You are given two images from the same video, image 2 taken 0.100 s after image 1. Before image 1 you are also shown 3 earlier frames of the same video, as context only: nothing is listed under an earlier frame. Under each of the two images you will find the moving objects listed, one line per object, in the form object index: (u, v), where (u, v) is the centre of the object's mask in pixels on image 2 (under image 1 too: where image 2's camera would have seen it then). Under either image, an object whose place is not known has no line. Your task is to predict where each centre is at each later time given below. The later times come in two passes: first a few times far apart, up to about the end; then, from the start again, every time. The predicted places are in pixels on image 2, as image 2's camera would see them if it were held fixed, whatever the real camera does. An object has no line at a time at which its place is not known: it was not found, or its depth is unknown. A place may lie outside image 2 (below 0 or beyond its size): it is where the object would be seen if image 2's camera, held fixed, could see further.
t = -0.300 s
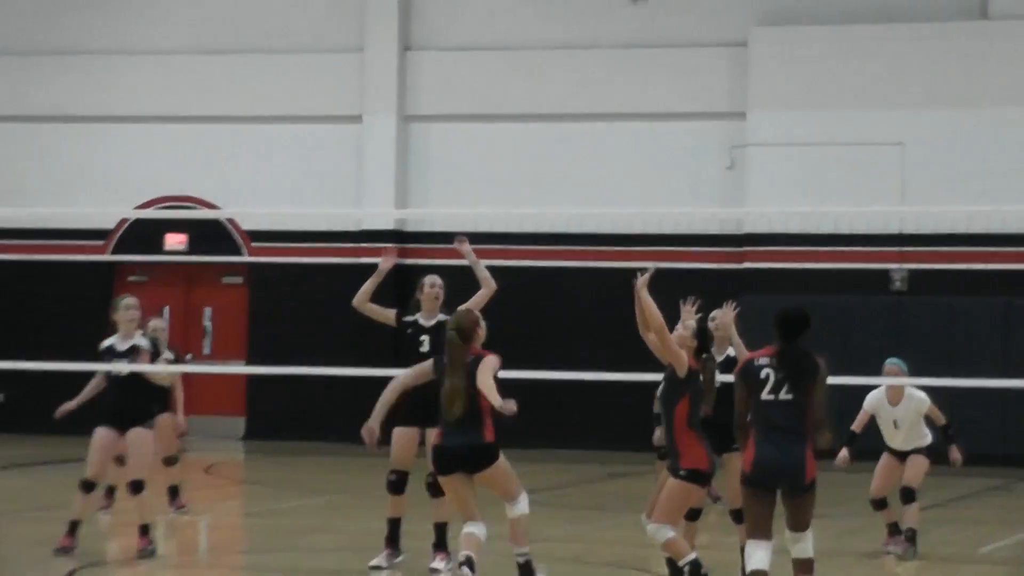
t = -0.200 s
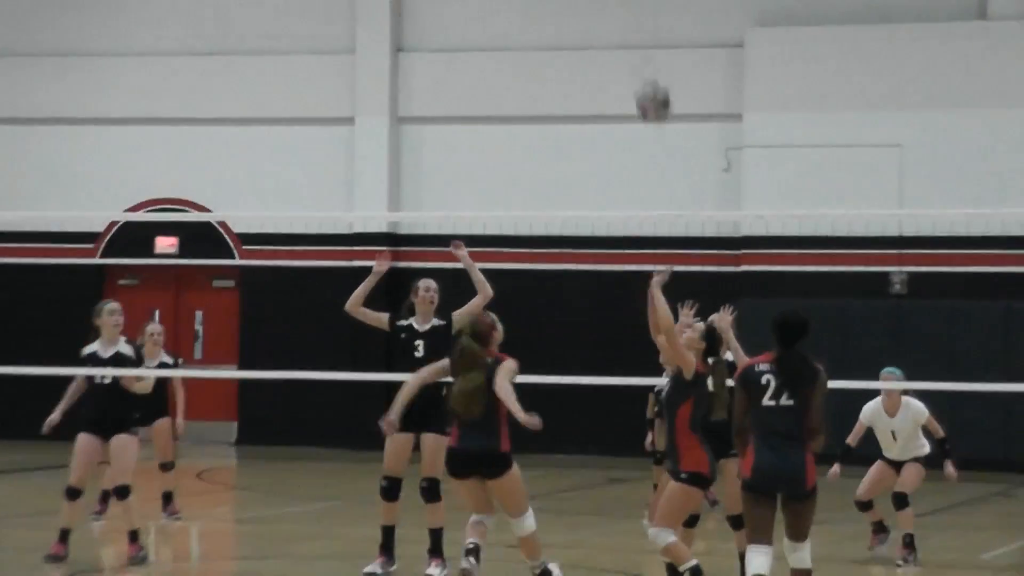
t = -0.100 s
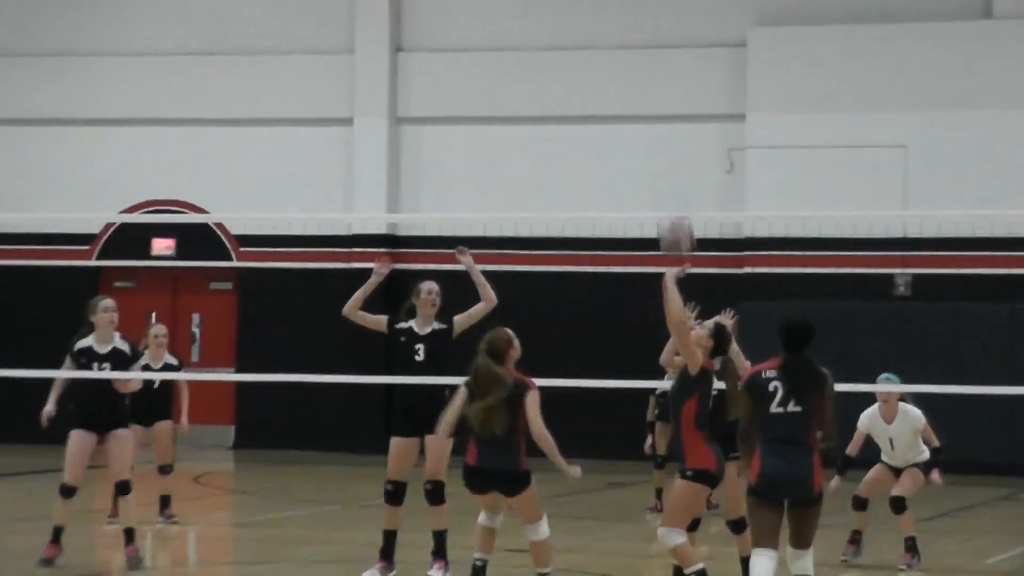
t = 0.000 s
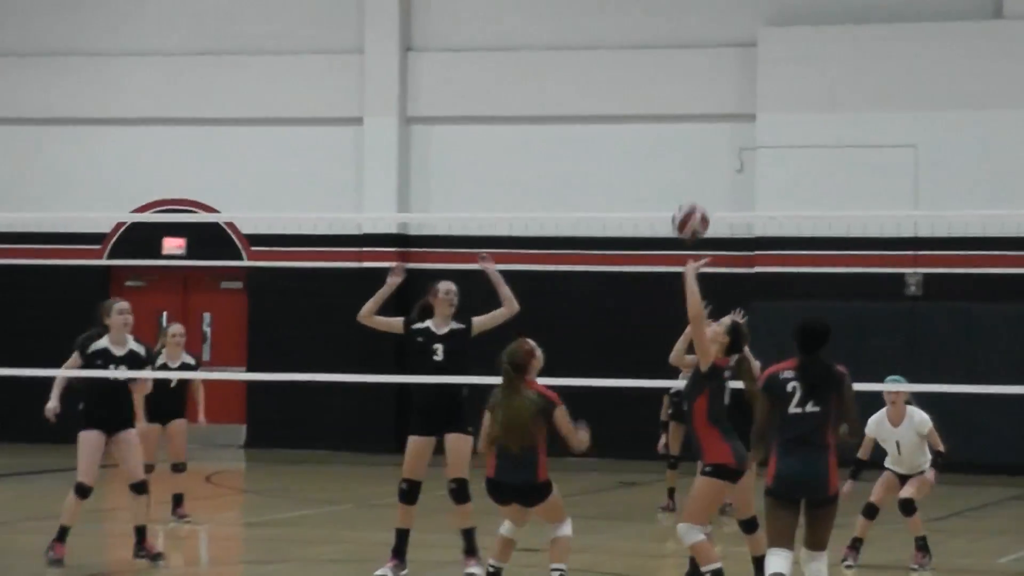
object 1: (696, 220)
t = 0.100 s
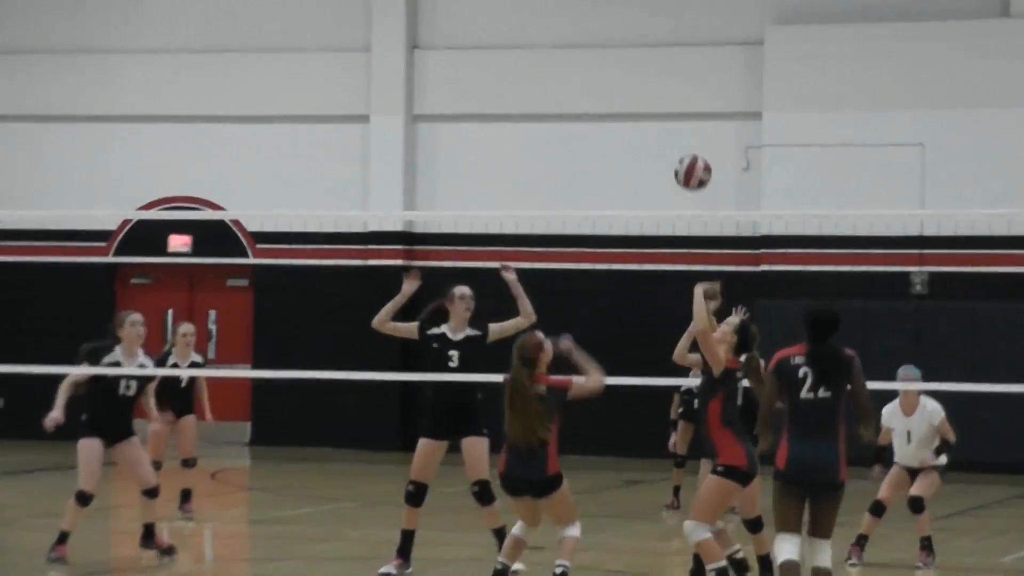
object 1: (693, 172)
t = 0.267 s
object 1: (687, 131)
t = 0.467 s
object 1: (678, 144)
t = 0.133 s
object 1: (692, 160)
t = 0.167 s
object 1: (691, 150)
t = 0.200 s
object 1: (689, 141)
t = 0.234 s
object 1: (688, 136)
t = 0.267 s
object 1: (687, 131)
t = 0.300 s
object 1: (686, 129)
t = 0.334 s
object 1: (684, 128)
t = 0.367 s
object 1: (683, 129)
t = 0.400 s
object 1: (681, 132)
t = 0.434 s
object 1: (680, 137)
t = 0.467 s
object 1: (678, 144)
